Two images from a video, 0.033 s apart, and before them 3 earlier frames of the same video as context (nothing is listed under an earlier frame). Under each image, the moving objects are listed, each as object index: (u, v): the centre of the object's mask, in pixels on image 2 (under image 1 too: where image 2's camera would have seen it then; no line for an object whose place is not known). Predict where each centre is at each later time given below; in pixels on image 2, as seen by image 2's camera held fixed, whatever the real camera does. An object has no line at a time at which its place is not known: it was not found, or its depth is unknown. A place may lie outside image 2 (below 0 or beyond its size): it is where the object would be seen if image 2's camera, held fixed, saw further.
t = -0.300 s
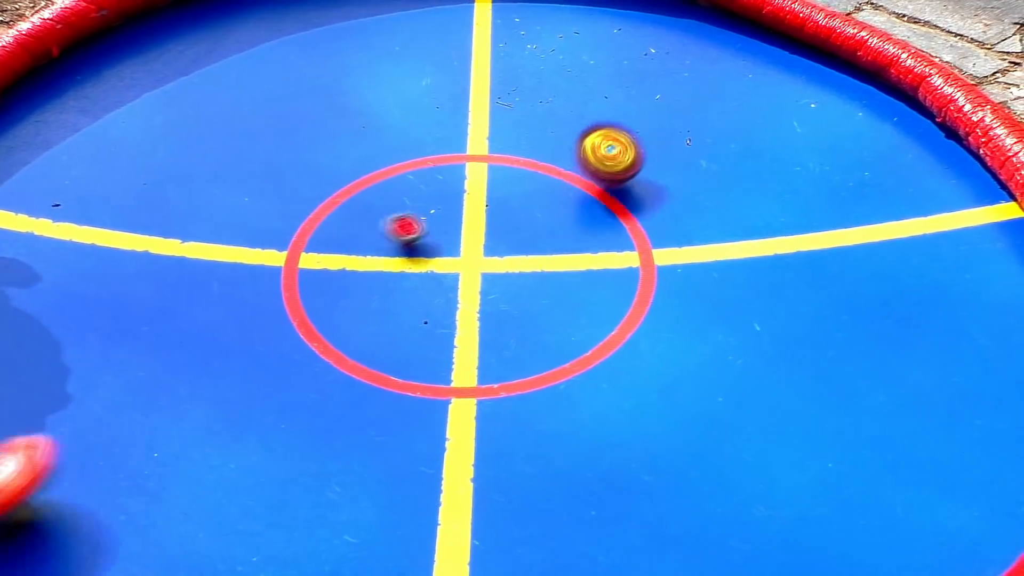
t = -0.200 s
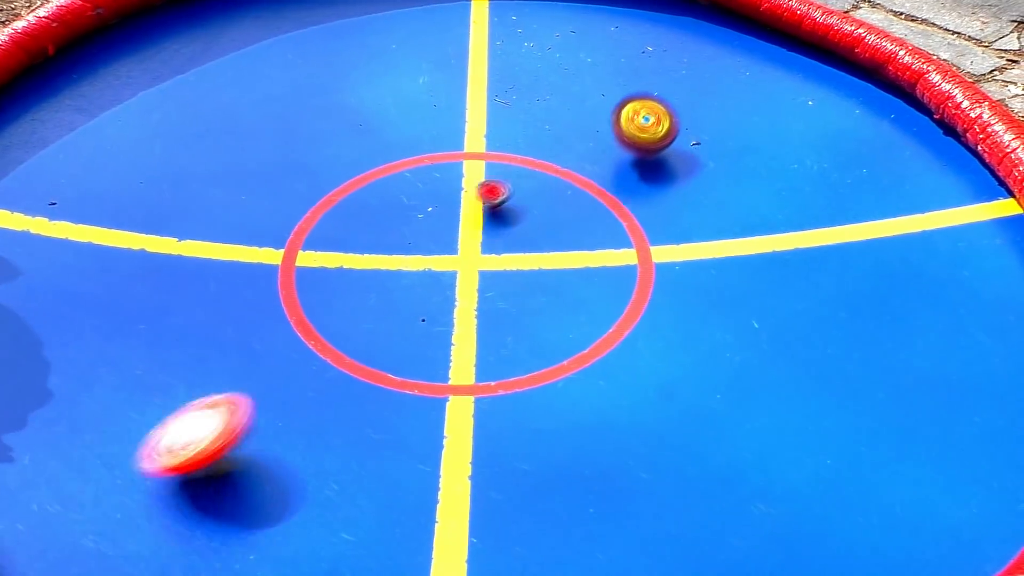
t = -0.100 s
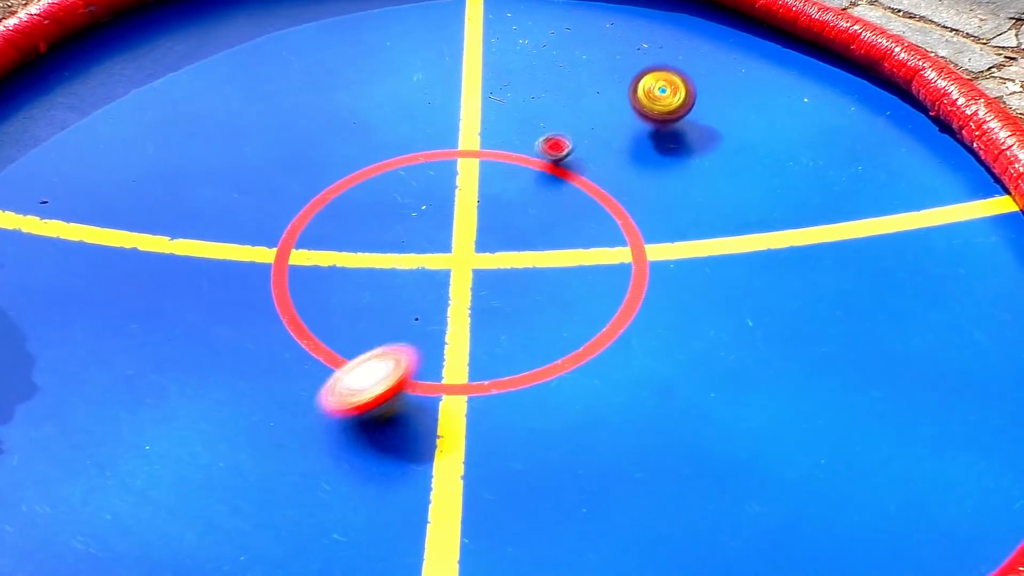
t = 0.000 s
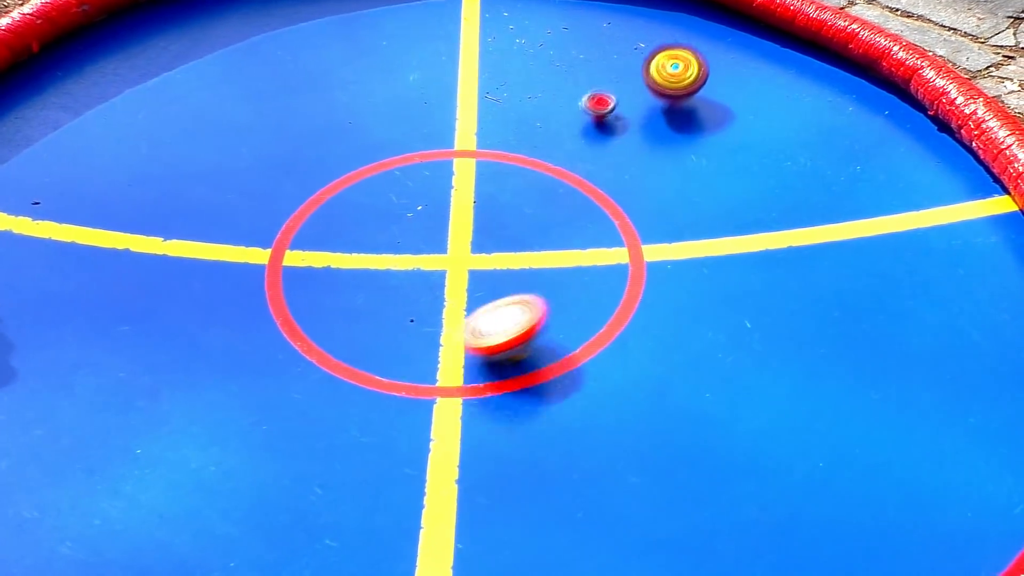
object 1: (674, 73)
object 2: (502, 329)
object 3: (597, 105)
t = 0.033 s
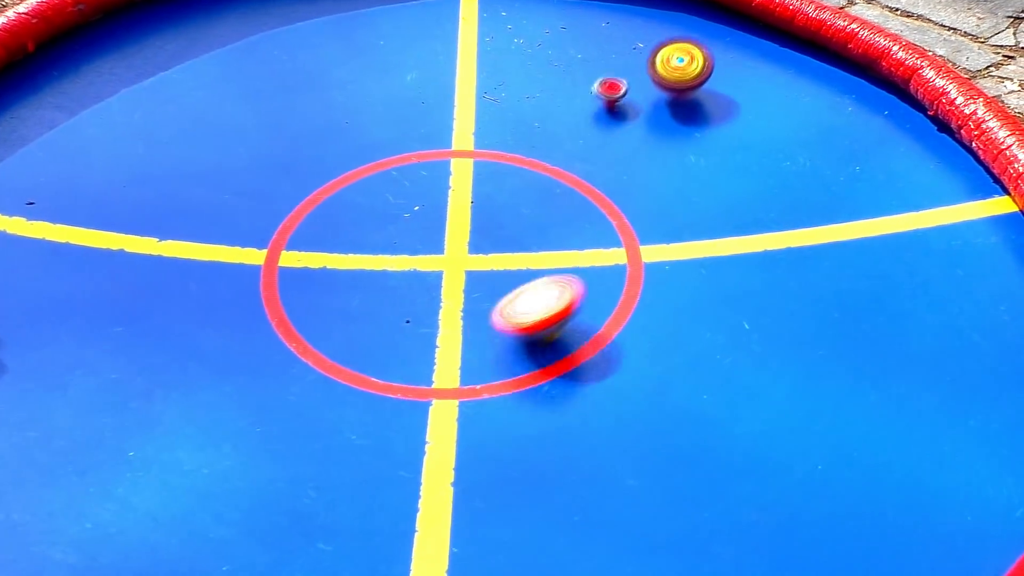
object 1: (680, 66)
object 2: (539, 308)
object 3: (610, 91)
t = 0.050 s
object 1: (683, 63)
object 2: (557, 299)
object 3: (616, 83)
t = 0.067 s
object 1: (686, 59)
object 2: (574, 292)
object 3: (621, 77)
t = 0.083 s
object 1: (689, 56)
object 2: (588, 284)
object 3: (626, 70)
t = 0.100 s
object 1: (691, 53)
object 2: (604, 273)
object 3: (629, 65)
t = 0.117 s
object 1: (693, 50)
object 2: (618, 262)
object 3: (632, 59)
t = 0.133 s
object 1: (695, 48)
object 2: (631, 253)
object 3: (635, 53)
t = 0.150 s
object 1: (696, 46)
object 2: (644, 247)
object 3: (636, 48)
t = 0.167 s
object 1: (698, 44)
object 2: (654, 237)
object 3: (637, 44)
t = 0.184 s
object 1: (700, 43)
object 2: (663, 226)
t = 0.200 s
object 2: (672, 220)
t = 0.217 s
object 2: (680, 216)
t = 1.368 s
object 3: (610, 379)
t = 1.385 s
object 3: (602, 380)
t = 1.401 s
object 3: (596, 381)
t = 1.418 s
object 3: (589, 381)
